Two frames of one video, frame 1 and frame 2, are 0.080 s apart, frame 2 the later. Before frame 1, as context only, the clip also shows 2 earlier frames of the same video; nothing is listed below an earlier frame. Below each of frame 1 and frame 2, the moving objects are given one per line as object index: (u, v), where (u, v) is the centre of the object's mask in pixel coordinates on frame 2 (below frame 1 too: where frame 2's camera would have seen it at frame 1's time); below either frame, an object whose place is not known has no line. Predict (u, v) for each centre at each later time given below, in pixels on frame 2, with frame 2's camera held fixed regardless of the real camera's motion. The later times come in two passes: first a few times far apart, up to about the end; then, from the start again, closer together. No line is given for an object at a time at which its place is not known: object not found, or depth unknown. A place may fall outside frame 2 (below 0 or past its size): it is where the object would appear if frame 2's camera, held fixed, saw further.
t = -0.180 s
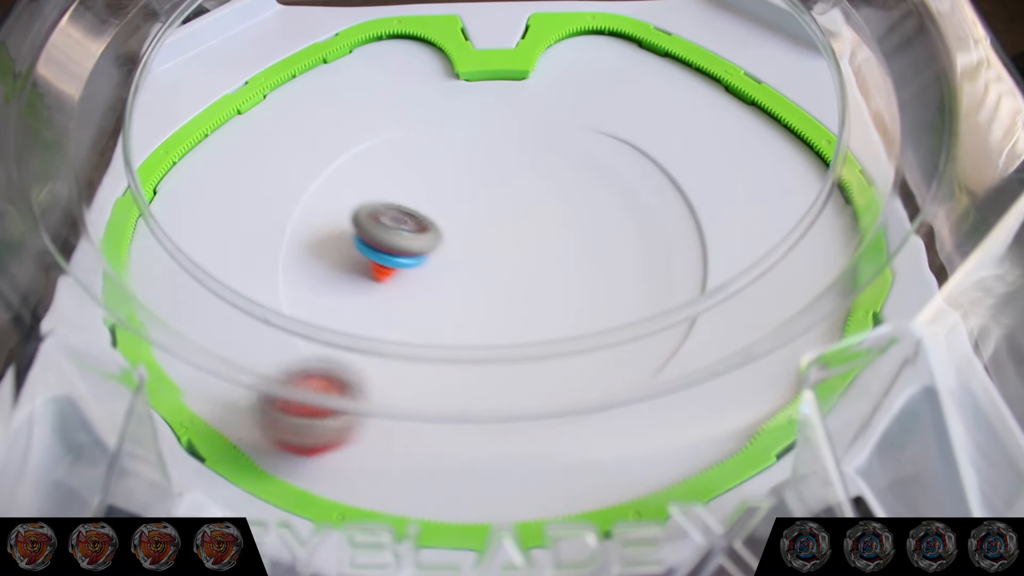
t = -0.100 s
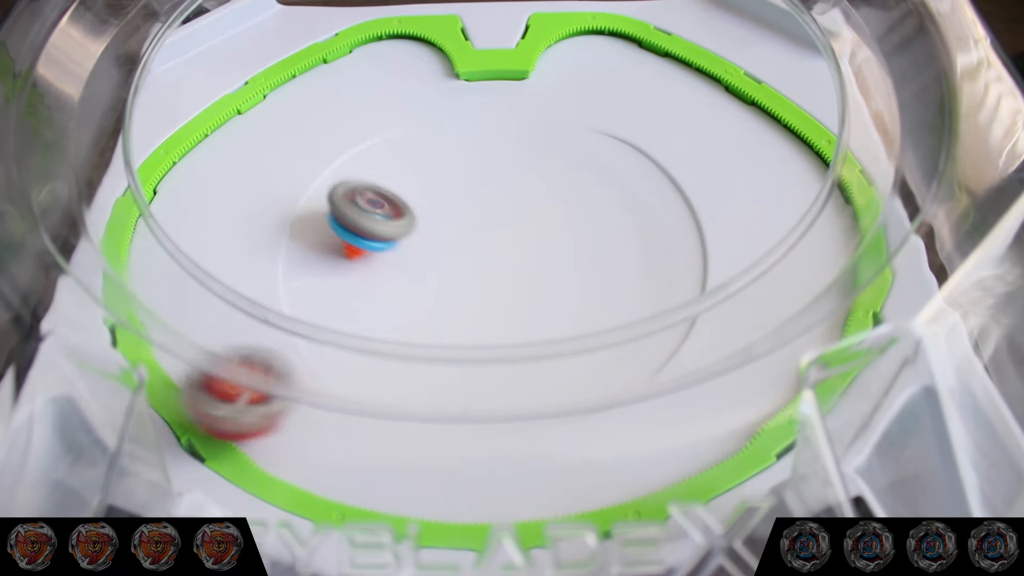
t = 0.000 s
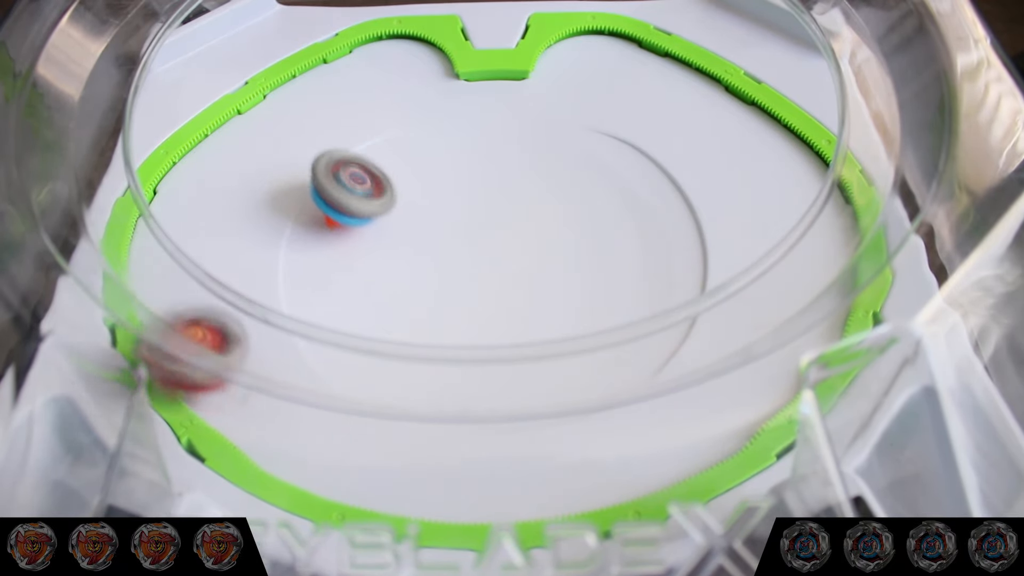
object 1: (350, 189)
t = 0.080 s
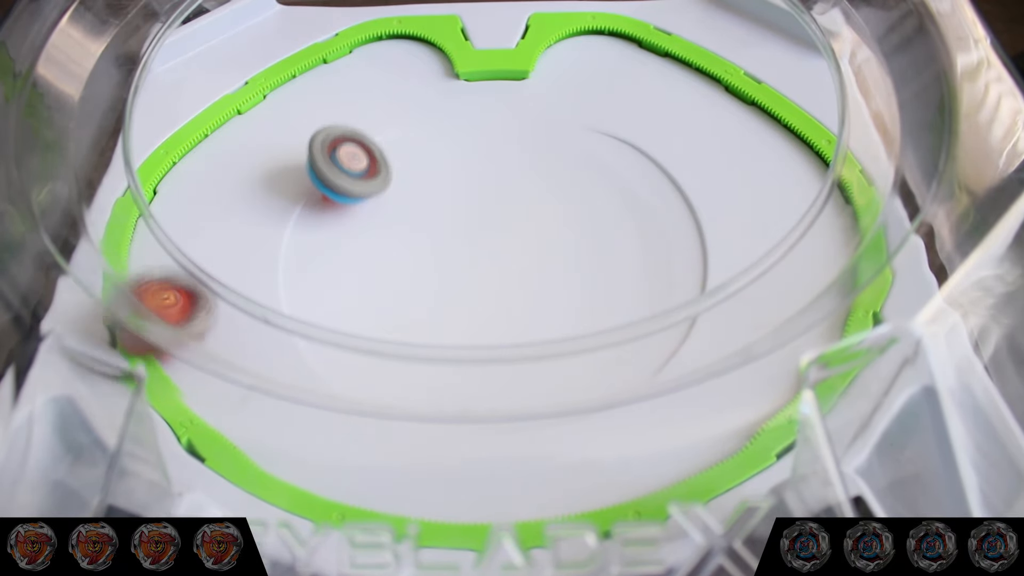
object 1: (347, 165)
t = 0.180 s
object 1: (358, 140)
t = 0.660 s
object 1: (544, 109)
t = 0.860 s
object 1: (604, 143)
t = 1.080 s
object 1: (612, 211)
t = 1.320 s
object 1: (534, 276)
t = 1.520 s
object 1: (444, 302)
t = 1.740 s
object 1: (385, 251)
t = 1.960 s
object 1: (395, 183)
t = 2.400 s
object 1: (535, 129)
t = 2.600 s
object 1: (581, 164)
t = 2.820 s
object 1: (585, 231)
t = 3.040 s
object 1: (518, 285)
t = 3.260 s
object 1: (424, 279)
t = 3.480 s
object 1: (380, 220)
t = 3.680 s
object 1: (403, 164)
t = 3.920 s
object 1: (479, 131)
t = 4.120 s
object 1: (546, 145)
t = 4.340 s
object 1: (583, 196)
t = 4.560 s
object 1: (703, 51)
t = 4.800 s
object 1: (554, 58)
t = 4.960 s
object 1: (482, 100)
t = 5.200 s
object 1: (485, 111)
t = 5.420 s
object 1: (549, 107)
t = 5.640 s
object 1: (570, 127)
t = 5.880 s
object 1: (532, 186)
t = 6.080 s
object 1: (464, 192)
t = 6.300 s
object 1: (459, 140)
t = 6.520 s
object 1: (493, 130)
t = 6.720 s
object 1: (533, 161)
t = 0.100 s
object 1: (347, 159)
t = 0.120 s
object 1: (349, 153)
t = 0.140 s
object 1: (351, 148)
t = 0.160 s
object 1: (353, 142)
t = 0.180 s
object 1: (358, 140)
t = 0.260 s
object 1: (388, 132)
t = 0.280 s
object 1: (395, 129)
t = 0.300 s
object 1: (403, 128)
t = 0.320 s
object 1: (410, 125)
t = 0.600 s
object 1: (521, 107)
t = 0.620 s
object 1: (529, 107)
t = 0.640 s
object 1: (536, 108)
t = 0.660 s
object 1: (544, 109)
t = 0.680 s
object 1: (552, 111)
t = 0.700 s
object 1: (558, 113)
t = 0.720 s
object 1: (565, 116)
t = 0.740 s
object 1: (572, 118)
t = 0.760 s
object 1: (578, 122)
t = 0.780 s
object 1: (584, 126)
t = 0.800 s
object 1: (589, 130)
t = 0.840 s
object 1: (599, 139)
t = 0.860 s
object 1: (604, 143)
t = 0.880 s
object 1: (608, 149)
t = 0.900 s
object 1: (611, 154)
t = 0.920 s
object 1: (615, 160)
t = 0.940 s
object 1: (618, 166)
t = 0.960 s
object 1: (619, 172)
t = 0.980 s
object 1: (620, 179)
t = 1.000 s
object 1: (620, 185)
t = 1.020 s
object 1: (619, 192)
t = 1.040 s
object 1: (617, 198)
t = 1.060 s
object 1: (615, 205)
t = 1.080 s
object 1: (612, 211)
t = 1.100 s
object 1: (608, 218)
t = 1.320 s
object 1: (534, 276)
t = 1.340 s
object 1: (525, 279)
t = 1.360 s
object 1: (515, 282)
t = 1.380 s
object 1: (505, 287)
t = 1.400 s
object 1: (498, 290)
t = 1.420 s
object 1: (489, 297)
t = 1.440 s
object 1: (478, 302)
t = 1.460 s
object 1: (469, 304)
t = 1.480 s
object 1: (461, 304)
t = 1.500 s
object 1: (452, 304)
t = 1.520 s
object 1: (444, 302)
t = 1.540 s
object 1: (436, 300)
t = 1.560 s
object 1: (429, 297)
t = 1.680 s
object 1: (394, 269)
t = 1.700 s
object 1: (391, 263)
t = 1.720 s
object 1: (387, 257)
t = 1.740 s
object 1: (385, 251)
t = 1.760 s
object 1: (383, 245)
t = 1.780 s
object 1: (382, 238)
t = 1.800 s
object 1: (381, 232)
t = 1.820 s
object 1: (381, 226)
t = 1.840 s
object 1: (381, 219)
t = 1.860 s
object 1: (382, 213)
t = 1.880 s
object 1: (384, 207)
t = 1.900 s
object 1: (386, 200)
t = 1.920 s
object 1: (389, 194)
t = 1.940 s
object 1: (392, 188)
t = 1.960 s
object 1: (395, 183)
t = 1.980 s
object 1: (399, 177)
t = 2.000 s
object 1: (404, 172)
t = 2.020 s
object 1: (408, 167)
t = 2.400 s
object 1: (535, 129)
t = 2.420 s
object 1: (541, 131)
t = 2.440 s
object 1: (548, 133)
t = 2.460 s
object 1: (553, 136)
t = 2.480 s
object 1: (558, 139)
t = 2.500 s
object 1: (563, 142)
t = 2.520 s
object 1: (567, 146)
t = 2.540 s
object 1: (571, 150)
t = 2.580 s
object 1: (578, 159)
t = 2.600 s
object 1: (581, 164)
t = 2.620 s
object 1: (583, 169)
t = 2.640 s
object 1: (586, 175)
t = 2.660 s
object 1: (587, 181)
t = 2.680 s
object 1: (589, 187)
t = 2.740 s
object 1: (590, 205)
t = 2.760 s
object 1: (590, 211)
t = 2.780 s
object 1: (589, 218)
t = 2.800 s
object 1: (587, 224)
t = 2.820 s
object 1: (585, 231)
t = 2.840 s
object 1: (581, 237)
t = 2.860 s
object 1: (577, 243)
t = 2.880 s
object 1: (573, 249)
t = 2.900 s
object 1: (568, 255)
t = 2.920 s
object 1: (562, 261)
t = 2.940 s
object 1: (556, 266)
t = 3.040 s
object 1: (518, 285)
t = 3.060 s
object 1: (510, 288)
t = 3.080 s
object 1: (501, 290)
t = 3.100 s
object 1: (492, 291)
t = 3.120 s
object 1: (483, 291)
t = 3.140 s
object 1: (474, 291)
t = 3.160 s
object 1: (465, 291)
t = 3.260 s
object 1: (424, 279)
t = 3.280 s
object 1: (418, 275)
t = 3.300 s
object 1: (411, 271)
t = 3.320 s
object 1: (405, 266)
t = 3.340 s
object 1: (400, 261)
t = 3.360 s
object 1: (395, 255)
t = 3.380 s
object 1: (391, 250)
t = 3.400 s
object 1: (388, 244)
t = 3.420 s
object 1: (385, 238)
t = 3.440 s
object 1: (383, 232)
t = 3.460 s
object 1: (382, 226)
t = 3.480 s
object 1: (380, 220)
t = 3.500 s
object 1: (380, 214)
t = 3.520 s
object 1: (380, 208)
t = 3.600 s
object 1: (388, 184)
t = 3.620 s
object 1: (391, 179)
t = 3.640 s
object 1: (395, 174)
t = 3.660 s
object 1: (399, 168)
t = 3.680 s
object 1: (403, 164)
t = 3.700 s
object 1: (408, 159)
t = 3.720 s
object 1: (414, 155)
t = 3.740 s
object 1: (419, 151)
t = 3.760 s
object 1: (425, 147)
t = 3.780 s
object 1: (431, 144)
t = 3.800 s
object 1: (438, 141)
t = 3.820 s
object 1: (444, 139)
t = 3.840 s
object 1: (450, 136)
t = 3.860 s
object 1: (458, 134)
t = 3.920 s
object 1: (479, 131)
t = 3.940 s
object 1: (487, 130)
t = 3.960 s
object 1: (494, 130)
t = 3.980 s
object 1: (501, 131)
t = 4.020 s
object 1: (515, 132)
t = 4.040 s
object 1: (522, 134)
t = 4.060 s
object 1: (528, 136)
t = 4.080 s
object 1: (534, 138)
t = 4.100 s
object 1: (540, 141)
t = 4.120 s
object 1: (546, 145)
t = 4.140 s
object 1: (551, 148)
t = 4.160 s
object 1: (555, 152)
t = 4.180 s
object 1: (559, 157)
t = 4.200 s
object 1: (563, 161)
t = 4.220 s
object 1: (567, 166)
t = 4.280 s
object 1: (576, 182)
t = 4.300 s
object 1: (578, 188)
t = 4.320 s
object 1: (580, 193)
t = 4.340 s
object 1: (583, 196)
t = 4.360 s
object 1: (600, 190)
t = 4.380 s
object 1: (617, 163)
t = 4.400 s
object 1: (631, 141)
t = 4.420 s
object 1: (645, 125)
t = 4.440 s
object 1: (655, 113)
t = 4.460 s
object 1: (665, 109)
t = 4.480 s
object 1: (675, 92)
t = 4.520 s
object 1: (693, 60)
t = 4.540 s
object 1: (698, 53)
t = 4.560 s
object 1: (703, 51)
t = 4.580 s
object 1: (697, 42)
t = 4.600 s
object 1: (682, 40)
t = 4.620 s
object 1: (667, 43)
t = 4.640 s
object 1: (651, 49)
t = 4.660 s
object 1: (638, 47)
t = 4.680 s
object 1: (624, 50)
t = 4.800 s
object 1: (554, 58)
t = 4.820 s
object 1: (546, 56)
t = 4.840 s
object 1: (537, 59)
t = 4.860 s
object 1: (530, 63)
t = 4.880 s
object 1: (520, 69)
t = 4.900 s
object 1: (510, 78)
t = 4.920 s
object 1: (500, 86)
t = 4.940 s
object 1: (492, 91)
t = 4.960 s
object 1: (482, 100)
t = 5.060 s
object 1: (443, 131)
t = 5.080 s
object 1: (438, 137)
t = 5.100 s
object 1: (434, 140)
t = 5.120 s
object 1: (436, 138)
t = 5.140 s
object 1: (448, 128)
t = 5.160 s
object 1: (460, 122)
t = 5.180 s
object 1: (471, 119)
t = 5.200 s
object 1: (485, 111)
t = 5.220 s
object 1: (496, 109)
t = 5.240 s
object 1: (506, 107)
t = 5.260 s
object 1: (515, 105)
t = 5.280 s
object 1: (523, 106)
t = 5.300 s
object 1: (529, 105)
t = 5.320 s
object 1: (535, 106)
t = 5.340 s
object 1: (539, 106)
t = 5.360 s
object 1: (543, 107)
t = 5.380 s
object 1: (545, 107)
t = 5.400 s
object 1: (548, 107)
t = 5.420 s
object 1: (549, 107)
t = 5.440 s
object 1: (552, 108)
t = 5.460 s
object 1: (554, 108)
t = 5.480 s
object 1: (557, 109)
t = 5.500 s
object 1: (559, 109)
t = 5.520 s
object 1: (561, 111)
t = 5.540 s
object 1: (563, 112)
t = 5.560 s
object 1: (565, 114)
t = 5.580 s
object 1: (566, 117)
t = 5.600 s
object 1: (568, 120)
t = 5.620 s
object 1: (569, 123)
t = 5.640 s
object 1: (570, 127)
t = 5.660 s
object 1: (570, 131)
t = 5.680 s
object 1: (570, 136)
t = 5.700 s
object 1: (569, 141)
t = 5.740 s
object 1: (565, 152)
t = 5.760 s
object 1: (562, 157)
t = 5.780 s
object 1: (558, 164)
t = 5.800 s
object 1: (554, 169)
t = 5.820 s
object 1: (549, 174)
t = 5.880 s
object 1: (532, 186)
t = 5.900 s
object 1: (525, 189)
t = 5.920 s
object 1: (519, 192)
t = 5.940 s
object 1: (512, 194)
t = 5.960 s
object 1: (506, 195)
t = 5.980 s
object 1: (499, 196)
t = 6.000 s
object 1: (492, 196)
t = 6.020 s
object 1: (484, 196)
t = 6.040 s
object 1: (478, 195)
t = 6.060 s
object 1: (471, 194)
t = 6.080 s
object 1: (464, 192)
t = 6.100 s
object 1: (458, 189)
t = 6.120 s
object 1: (453, 185)
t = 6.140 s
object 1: (450, 181)
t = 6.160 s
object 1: (446, 177)
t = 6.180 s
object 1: (443, 173)
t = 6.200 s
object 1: (442, 168)
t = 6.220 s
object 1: (445, 162)
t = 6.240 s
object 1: (448, 156)
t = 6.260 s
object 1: (452, 149)
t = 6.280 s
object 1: (455, 144)
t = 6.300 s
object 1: (459, 140)
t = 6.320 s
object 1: (462, 137)
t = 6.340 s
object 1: (465, 135)
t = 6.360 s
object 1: (467, 132)
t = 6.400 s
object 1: (473, 129)
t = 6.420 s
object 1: (476, 128)
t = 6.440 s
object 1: (480, 128)
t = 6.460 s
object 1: (482, 128)
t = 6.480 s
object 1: (486, 128)
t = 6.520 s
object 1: (493, 130)
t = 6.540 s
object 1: (497, 131)
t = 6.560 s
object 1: (501, 133)
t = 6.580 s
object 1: (504, 135)
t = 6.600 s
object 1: (507, 138)
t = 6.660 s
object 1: (519, 147)
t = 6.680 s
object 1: (524, 152)
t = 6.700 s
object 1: (529, 157)
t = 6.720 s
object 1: (533, 161)
